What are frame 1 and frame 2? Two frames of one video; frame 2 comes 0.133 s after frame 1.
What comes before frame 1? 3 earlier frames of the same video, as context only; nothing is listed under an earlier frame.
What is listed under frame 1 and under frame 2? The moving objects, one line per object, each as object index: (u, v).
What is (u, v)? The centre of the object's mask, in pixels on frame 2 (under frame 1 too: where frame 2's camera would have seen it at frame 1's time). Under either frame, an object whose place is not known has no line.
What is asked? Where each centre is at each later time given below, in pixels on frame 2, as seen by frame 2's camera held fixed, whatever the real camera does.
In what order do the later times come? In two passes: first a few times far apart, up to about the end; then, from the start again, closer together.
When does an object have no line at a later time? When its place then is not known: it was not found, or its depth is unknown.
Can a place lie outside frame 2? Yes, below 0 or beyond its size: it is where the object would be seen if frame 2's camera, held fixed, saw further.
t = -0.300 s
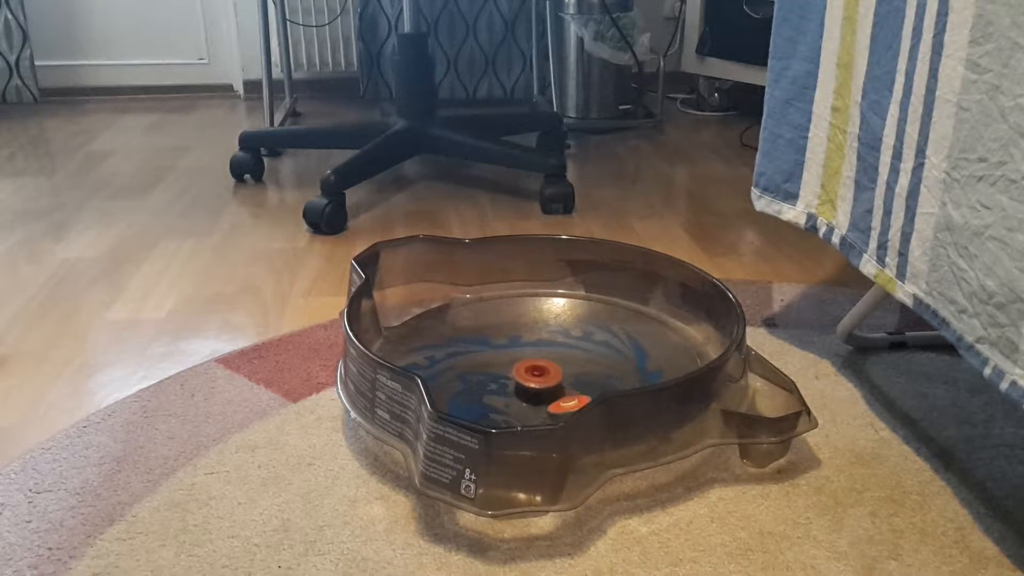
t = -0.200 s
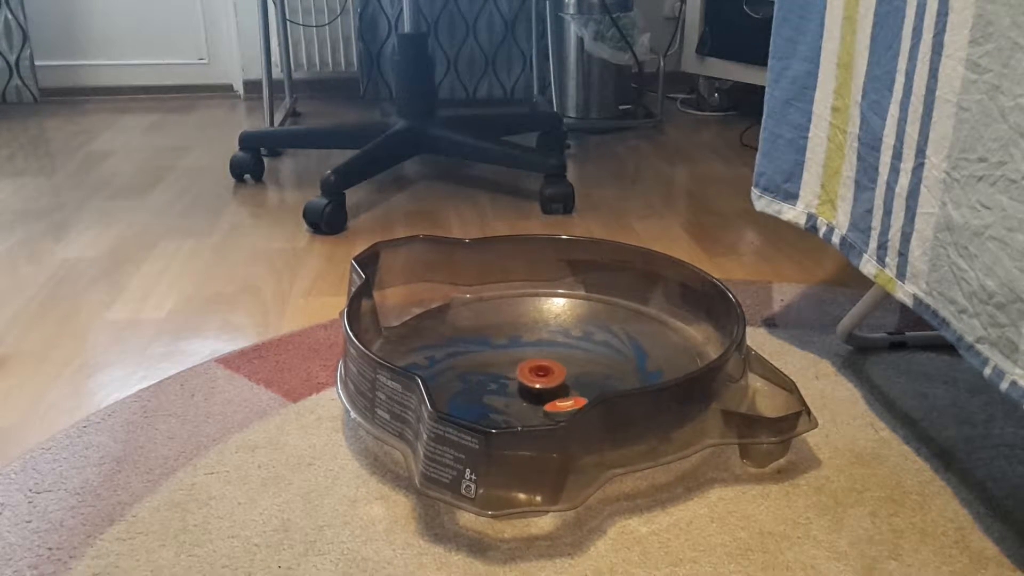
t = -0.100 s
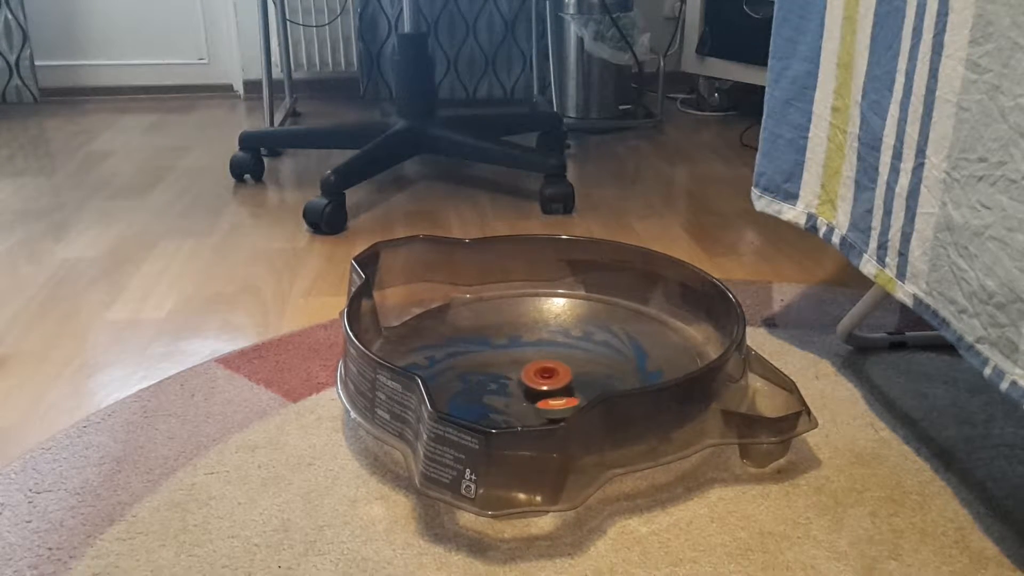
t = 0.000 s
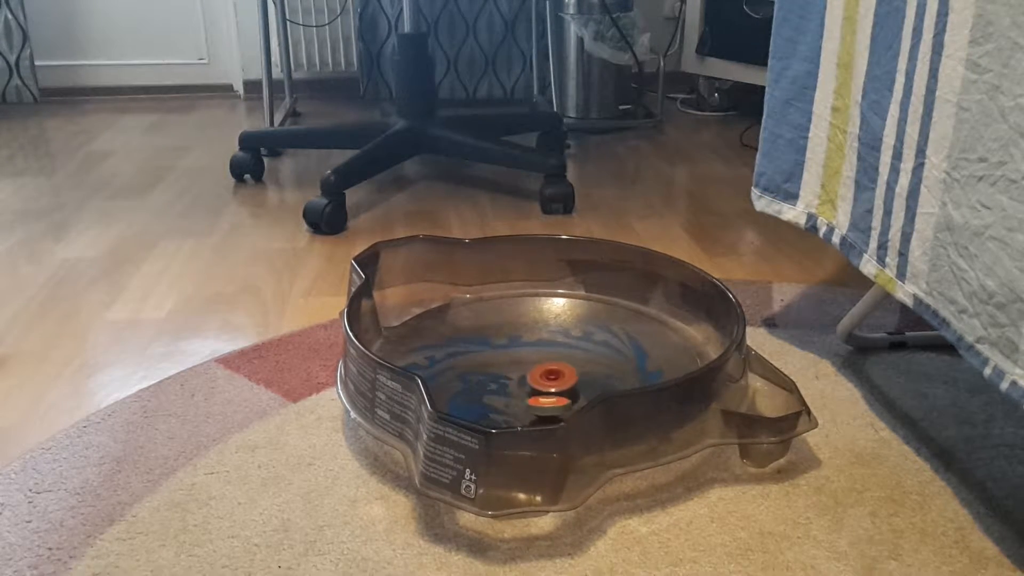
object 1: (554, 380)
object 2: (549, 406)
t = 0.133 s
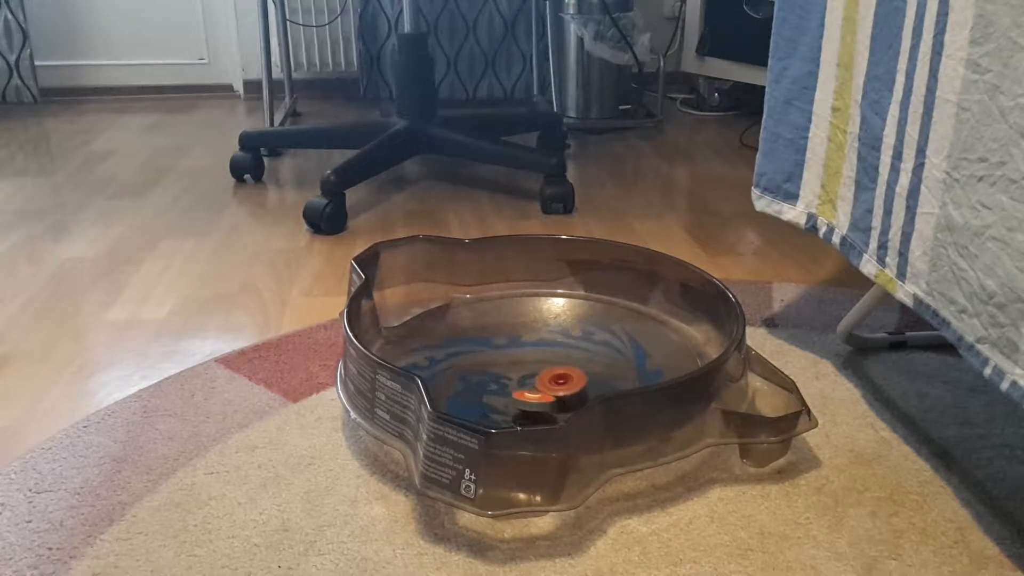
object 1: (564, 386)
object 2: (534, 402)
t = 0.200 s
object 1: (567, 389)
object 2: (527, 399)
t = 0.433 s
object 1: (571, 393)
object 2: (513, 389)
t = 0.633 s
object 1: (564, 398)
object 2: (513, 381)
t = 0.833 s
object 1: (552, 404)
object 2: (523, 374)
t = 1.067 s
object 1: (542, 406)
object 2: (543, 373)
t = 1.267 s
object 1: (526, 404)
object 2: (563, 378)
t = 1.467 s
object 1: (520, 403)
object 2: (574, 385)
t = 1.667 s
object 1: (524, 398)
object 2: (577, 391)
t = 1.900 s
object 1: (525, 388)
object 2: (589, 397)
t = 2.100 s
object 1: (527, 381)
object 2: (587, 401)
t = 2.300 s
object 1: (537, 381)
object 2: (560, 406)
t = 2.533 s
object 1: (564, 386)
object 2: (524, 400)
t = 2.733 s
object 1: (573, 387)
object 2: (508, 391)
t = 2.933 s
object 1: (568, 393)
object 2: (509, 382)
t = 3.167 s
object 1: (556, 402)
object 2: (527, 375)
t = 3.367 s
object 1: (548, 405)
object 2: (547, 373)
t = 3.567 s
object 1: (529, 405)
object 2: (567, 378)
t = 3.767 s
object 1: (522, 404)
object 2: (577, 386)
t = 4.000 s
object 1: (522, 395)
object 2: (575, 397)
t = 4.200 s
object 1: (526, 389)
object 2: (563, 403)
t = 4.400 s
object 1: (543, 384)
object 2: (539, 407)
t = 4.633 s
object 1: (562, 385)
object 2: (514, 403)
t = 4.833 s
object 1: (569, 387)
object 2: (506, 395)
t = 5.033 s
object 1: (564, 394)
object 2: (516, 383)
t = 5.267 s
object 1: (554, 403)
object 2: (535, 376)
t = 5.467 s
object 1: (545, 405)
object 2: (559, 373)
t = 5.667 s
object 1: (527, 405)
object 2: (574, 383)
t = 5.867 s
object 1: (522, 403)
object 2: (578, 391)
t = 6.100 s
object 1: (526, 395)
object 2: (566, 402)
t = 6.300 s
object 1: (528, 382)
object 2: (551, 411)
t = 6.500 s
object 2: (527, 407)
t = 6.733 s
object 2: (512, 393)
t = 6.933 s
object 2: (519, 382)
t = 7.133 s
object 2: (542, 379)
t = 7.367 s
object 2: (565, 377)
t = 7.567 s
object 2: (575, 388)
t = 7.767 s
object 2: (569, 403)
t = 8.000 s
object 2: (549, 408)
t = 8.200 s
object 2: (524, 406)
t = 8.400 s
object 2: (511, 397)
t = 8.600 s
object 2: (522, 388)
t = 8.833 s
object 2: (541, 379)
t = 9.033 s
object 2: (560, 386)
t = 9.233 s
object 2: (570, 393)
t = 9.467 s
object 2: (560, 406)
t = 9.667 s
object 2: (520, 411)
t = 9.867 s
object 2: (491, 401)
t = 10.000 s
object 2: (488, 387)
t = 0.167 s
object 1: (565, 388)
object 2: (531, 400)
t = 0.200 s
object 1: (567, 389)
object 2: (527, 399)
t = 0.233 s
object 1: (567, 390)
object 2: (524, 398)
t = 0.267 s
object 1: (568, 391)
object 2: (521, 396)
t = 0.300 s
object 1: (569, 392)
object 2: (519, 394)
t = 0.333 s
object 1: (570, 393)
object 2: (517, 393)
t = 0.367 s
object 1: (571, 393)
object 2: (515, 392)
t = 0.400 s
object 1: (571, 393)
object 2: (514, 390)
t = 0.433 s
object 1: (571, 393)
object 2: (513, 389)
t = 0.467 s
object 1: (571, 393)
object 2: (512, 387)
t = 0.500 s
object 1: (570, 394)
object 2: (512, 386)
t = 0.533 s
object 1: (569, 394)
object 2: (512, 384)
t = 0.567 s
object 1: (568, 395)
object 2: (512, 383)
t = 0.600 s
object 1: (566, 396)
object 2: (512, 382)
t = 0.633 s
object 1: (564, 398)
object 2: (513, 381)
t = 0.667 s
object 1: (562, 399)
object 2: (513, 379)
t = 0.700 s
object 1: (561, 400)
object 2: (515, 378)
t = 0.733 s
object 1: (558, 401)
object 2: (516, 377)
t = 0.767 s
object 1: (556, 402)
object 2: (519, 376)
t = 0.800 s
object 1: (554, 403)
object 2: (521, 375)
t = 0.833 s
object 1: (552, 404)
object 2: (523, 374)
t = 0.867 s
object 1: (550, 404)
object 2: (525, 373)
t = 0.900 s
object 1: (547, 405)
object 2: (528, 372)
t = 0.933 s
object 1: (545, 406)
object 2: (531, 372)
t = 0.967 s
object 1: (544, 406)
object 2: (533, 372)
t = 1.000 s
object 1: (543, 406)
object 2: (536, 373)
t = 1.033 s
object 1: (542, 406)
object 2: (540, 373)
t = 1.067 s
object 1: (542, 406)
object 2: (543, 373)
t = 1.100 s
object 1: (540, 405)
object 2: (546, 373)
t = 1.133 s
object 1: (539, 406)
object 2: (550, 373)
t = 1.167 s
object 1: (536, 405)
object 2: (553, 373)
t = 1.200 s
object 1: (532, 405)
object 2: (557, 374)
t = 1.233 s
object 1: (529, 404)
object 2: (560, 376)
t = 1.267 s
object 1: (526, 404)
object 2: (563, 378)
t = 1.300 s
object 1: (523, 404)
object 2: (565, 379)
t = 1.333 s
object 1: (521, 404)
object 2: (567, 380)
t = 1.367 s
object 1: (521, 404)
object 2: (569, 381)
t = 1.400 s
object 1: (520, 403)
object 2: (571, 383)
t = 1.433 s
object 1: (520, 403)
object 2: (573, 384)
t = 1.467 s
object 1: (520, 403)
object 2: (574, 385)
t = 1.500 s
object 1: (520, 403)
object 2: (575, 386)
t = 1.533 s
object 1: (520, 402)
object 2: (576, 387)
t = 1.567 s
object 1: (521, 401)
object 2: (577, 388)
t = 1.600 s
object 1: (522, 400)
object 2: (577, 389)
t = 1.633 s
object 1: (523, 398)
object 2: (578, 390)
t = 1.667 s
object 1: (524, 398)
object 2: (577, 391)
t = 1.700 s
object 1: (526, 396)
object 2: (577, 392)
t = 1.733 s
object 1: (527, 395)
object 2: (576, 393)
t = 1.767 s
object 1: (528, 395)
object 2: (575, 395)
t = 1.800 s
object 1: (530, 394)
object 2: (574, 396)
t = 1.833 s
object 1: (530, 394)
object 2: (576, 397)
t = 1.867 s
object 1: (526, 390)
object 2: (583, 397)
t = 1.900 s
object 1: (525, 388)
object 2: (589, 397)
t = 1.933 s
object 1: (525, 386)
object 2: (591, 398)
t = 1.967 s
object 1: (525, 385)
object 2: (592, 399)
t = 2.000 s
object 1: (525, 383)
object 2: (592, 399)
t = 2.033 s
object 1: (526, 382)
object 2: (592, 399)
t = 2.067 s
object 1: (526, 382)
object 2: (589, 400)
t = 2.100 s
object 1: (527, 381)
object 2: (587, 401)
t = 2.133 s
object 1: (528, 381)
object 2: (583, 402)
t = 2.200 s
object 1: (530, 381)
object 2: (574, 405)
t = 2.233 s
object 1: (533, 381)
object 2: (570, 405)
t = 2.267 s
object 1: (535, 381)
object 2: (566, 406)
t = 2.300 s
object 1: (537, 381)
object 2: (560, 406)
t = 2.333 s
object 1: (540, 380)
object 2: (556, 405)
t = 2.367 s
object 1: (544, 380)
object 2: (549, 404)
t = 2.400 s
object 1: (548, 380)
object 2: (544, 404)
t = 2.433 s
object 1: (553, 382)
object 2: (539, 402)
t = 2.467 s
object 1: (557, 384)
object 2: (535, 401)
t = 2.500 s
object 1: (561, 385)
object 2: (529, 401)
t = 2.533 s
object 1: (564, 386)
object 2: (524, 400)
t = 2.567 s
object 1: (566, 387)
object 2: (520, 399)
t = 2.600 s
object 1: (569, 387)
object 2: (517, 398)
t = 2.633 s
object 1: (571, 387)
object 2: (515, 396)
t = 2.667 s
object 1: (572, 387)
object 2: (512, 395)
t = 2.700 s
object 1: (572, 387)
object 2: (509, 394)
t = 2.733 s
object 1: (573, 387)
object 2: (508, 391)
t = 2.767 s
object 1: (573, 387)
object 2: (508, 391)
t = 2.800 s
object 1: (573, 388)
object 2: (508, 388)
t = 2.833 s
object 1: (572, 389)
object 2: (507, 387)
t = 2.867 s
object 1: (571, 389)
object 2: (507, 385)
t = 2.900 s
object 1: (570, 391)
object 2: (508, 384)
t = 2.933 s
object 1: (568, 393)
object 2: (509, 382)
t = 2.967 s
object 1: (567, 394)
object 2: (511, 381)
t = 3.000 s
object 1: (565, 395)
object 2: (514, 380)
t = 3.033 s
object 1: (563, 397)
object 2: (516, 378)
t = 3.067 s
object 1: (561, 399)
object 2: (518, 378)
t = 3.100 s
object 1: (560, 400)
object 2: (520, 376)
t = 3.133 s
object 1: (558, 401)
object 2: (524, 375)
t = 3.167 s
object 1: (556, 402)
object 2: (527, 375)
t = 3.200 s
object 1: (555, 403)
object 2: (530, 373)
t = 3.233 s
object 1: (553, 404)
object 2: (533, 373)
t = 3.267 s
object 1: (552, 404)
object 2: (536, 372)
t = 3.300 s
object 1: (551, 405)
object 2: (539, 373)
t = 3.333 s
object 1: (550, 405)
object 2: (542, 373)
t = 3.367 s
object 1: (548, 405)
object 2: (547, 373)
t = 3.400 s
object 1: (546, 405)
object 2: (551, 373)
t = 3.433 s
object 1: (544, 405)
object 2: (555, 374)
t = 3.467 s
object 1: (540, 406)
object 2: (559, 374)
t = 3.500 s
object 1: (537, 405)
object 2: (562, 375)
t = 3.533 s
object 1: (533, 405)
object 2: (565, 376)
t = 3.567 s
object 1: (529, 405)
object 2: (567, 378)
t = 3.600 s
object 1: (526, 405)
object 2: (570, 380)
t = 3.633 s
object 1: (524, 405)
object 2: (572, 381)
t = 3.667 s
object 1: (523, 405)
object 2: (574, 383)
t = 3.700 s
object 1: (523, 405)
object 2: (575, 384)
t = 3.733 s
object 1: (522, 404)
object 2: (576, 385)
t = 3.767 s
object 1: (522, 404)
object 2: (577, 386)
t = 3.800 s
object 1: (521, 403)
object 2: (578, 388)
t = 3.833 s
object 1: (520, 402)
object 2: (579, 389)
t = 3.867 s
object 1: (520, 401)
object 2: (579, 391)
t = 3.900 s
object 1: (520, 400)
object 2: (578, 392)
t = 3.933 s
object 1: (521, 398)
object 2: (578, 394)
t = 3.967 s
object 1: (522, 397)
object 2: (576, 395)
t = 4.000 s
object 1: (522, 395)
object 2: (575, 397)
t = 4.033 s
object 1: (523, 394)
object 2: (573, 398)
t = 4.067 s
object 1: (523, 393)
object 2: (572, 400)
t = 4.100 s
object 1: (524, 392)
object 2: (570, 401)
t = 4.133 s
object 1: (524, 390)
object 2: (567, 401)
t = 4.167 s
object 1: (525, 390)
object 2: (565, 402)
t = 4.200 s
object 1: (526, 389)
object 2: (563, 403)
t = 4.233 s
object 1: (527, 388)
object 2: (559, 405)
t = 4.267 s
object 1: (529, 386)
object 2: (555, 405)
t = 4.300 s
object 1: (531, 385)
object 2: (551, 406)
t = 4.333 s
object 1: (534, 384)
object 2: (547, 406)
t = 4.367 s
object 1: (538, 383)
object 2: (543, 406)
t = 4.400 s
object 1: (543, 384)
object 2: (539, 407)
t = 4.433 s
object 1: (548, 385)
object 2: (534, 408)
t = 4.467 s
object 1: (551, 385)
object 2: (529, 409)
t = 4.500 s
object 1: (554, 385)
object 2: (526, 408)
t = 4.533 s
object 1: (557, 385)
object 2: (523, 406)
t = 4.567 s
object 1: (559, 385)
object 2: (519, 406)
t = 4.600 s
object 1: (561, 385)
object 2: (516, 405)
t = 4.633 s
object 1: (562, 385)
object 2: (514, 403)
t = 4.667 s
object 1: (564, 385)
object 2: (512, 402)
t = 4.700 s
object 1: (566, 386)
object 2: (510, 399)
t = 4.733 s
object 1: (568, 386)
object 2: (508, 398)
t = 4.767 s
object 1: (569, 386)
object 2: (507, 396)
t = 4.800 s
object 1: (569, 386)
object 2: (506, 396)
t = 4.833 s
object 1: (569, 387)
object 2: (506, 395)
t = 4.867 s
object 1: (569, 388)
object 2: (507, 393)
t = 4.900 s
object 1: (568, 388)
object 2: (508, 391)
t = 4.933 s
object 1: (568, 389)
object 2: (509, 390)
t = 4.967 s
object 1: (567, 391)
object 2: (511, 386)
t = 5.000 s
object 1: (565, 393)
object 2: (513, 385)
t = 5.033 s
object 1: (564, 394)
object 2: (516, 383)
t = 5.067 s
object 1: (562, 396)
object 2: (518, 383)
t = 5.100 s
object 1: (562, 397)
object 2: (521, 380)
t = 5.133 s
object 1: (560, 399)
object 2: (524, 379)
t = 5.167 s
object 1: (560, 399)
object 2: (526, 377)
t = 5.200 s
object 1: (558, 401)
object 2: (529, 376)
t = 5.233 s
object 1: (556, 402)
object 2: (532, 375)
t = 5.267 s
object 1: (554, 403)
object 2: (535, 376)
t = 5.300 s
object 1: (553, 404)
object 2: (539, 375)
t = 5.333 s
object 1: (552, 405)
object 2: (543, 374)
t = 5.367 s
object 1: (550, 405)
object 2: (547, 373)
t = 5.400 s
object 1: (548, 405)
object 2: (551, 373)
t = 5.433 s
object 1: (546, 405)
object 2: (556, 373)
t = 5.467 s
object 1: (545, 405)
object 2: (559, 373)
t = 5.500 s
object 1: (542, 405)
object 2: (563, 375)
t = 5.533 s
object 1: (540, 406)
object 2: (566, 376)
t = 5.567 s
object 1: (536, 405)
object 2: (569, 378)
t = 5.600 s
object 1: (533, 405)
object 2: (572, 380)
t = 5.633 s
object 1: (529, 405)
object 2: (573, 381)
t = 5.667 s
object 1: (527, 405)
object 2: (574, 383)
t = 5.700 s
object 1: (526, 405)
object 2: (576, 384)
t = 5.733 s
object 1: (525, 405)
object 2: (576, 385)
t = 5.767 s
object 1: (524, 405)
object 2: (577, 386)
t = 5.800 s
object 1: (523, 404)
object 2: (578, 388)
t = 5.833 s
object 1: (522, 404)
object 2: (578, 390)
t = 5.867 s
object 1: (522, 403)
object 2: (578, 391)
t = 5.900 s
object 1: (522, 402)
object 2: (577, 393)
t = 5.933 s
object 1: (521, 402)
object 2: (577, 395)
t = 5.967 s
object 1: (522, 400)
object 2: (576, 396)
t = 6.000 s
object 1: (523, 399)
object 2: (574, 398)
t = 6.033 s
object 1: (524, 398)
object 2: (572, 399)
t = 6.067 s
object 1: (525, 397)
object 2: (570, 400)
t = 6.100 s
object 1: (526, 395)
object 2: (566, 402)
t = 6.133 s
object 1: (528, 393)
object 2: (564, 404)
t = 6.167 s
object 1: (528, 391)
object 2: (564, 404)
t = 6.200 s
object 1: (528, 388)
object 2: (564, 406)
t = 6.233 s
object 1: (528, 386)
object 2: (562, 408)
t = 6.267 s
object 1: (528, 384)
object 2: (556, 410)
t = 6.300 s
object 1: (528, 382)
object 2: (551, 411)
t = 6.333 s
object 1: (528, 380)
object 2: (547, 411)
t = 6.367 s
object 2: (544, 410)
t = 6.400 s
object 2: (539, 409)
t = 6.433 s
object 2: (535, 409)
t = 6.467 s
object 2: (531, 409)
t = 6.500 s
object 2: (527, 407)
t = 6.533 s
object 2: (524, 407)
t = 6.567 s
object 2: (522, 403)
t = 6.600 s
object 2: (519, 401)
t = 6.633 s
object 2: (517, 397)
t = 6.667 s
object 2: (516, 395)
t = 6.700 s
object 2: (515, 394)
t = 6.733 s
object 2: (512, 393)
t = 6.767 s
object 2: (510, 391)
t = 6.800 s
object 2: (510, 390)
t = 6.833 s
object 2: (511, 387)
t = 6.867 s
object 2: (513, 384)
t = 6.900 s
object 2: (516, 384)
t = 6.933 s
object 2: (519, 382)
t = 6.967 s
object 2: (523, 381)
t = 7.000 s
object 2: (526, 380)
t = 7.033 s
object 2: (531, 379)
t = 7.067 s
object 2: (534, 379)
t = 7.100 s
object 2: (538, 379)
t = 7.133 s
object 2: (542, 379)
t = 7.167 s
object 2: (545, 378)
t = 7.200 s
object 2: (549, 378)
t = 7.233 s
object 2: (552, 378)
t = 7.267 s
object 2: (556, 377)
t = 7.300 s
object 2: (559, 377)
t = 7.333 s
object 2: (562, 377)
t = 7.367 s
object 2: (565, 377)
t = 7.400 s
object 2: (568, 377)
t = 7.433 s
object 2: (571, 378)
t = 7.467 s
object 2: (573, 380)
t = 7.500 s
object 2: (574, 382)
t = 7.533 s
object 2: (575, 385)
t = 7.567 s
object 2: (575, 388)
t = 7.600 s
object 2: (574, 390)
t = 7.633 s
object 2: (573, 393)
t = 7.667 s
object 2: (572, 396)
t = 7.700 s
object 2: (570, 398)
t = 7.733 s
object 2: (568, 400)
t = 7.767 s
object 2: (569, 403)
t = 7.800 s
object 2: (571, 403)
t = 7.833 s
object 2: (570, 403)
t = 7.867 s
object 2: (566, 406)
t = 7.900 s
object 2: (562, 406)
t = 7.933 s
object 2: (558, 408)
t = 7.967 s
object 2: (553, 409)
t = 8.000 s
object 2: (549, 408)
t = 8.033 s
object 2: (543, 408)
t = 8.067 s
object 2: (539, 408)
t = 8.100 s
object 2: (534, 408)
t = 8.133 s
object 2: (531, 403)
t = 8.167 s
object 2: (527, 406)
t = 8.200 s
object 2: (524, 406)
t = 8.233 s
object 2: (521, 400)
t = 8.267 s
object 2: (517, 403)
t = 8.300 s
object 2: (514, 398)
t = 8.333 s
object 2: (511, 396)
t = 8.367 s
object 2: (510, 395)
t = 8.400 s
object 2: (511, 397)
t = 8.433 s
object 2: (511, 395)
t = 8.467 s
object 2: (512, 394)
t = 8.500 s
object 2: (514, 393)
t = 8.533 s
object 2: (517, 391)
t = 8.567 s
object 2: (519, 390)
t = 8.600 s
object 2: (522, 388)
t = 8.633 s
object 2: (524, 386)
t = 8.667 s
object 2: (526, 384)
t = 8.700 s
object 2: (529, 382)
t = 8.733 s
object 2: (532, 381)
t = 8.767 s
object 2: (535, 380)
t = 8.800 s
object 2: (538, 380)
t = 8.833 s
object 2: (541, 379)
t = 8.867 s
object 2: (545, 379)
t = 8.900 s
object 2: (550, 379)
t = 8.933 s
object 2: (553, 380)
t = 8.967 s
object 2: (556, 383)
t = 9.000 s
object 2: (559, 384)
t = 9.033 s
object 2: (560, 386)
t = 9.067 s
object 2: (562, 387)
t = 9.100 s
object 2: (566, 388)
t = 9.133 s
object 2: (568, 389)
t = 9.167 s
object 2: (570, 390)
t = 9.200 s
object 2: (570, 391)
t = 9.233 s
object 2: (570, 393)
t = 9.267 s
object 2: (569, 395)
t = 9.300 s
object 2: (568, 397)
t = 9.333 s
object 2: (568, 398)
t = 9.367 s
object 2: (567, 400)
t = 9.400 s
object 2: (565, 402)
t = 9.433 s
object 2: (563, 404)
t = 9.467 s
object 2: (560, 406)
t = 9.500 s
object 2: (557, 407)
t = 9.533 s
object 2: (550, 409)
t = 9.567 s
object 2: (545, 411)
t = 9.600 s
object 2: (536, 412)
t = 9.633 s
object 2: (526, 411)
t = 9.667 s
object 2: (520, 411)
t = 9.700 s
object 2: (512, 410)
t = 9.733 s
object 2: (507, 406)
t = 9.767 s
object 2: (502, 404)
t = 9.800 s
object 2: (497, 406)
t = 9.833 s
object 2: (493, 404)
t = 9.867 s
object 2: (491, 401)
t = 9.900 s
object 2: (490, 398)
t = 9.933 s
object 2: (489, 391)
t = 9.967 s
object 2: (488, 388)
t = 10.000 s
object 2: (488, 387)
